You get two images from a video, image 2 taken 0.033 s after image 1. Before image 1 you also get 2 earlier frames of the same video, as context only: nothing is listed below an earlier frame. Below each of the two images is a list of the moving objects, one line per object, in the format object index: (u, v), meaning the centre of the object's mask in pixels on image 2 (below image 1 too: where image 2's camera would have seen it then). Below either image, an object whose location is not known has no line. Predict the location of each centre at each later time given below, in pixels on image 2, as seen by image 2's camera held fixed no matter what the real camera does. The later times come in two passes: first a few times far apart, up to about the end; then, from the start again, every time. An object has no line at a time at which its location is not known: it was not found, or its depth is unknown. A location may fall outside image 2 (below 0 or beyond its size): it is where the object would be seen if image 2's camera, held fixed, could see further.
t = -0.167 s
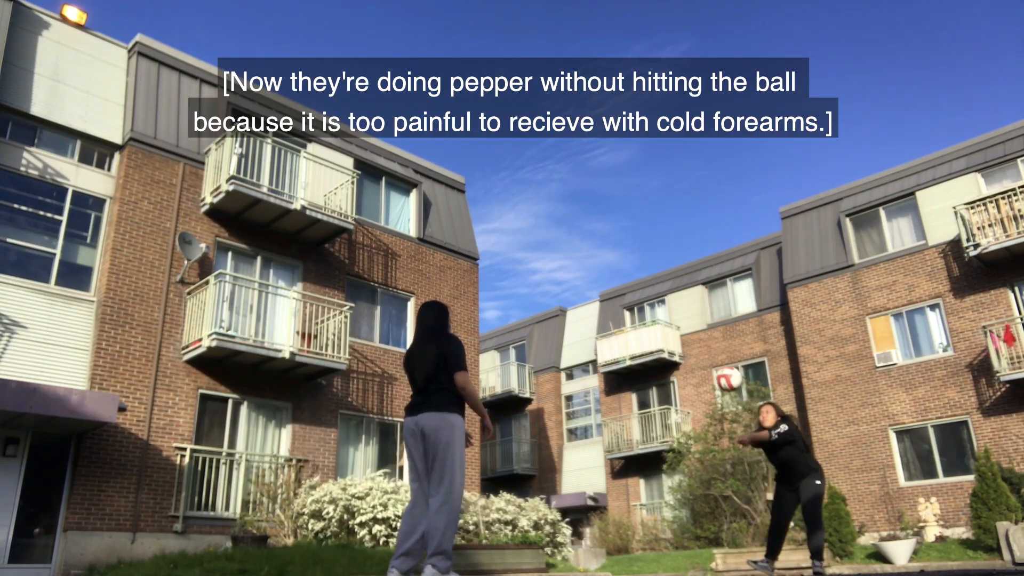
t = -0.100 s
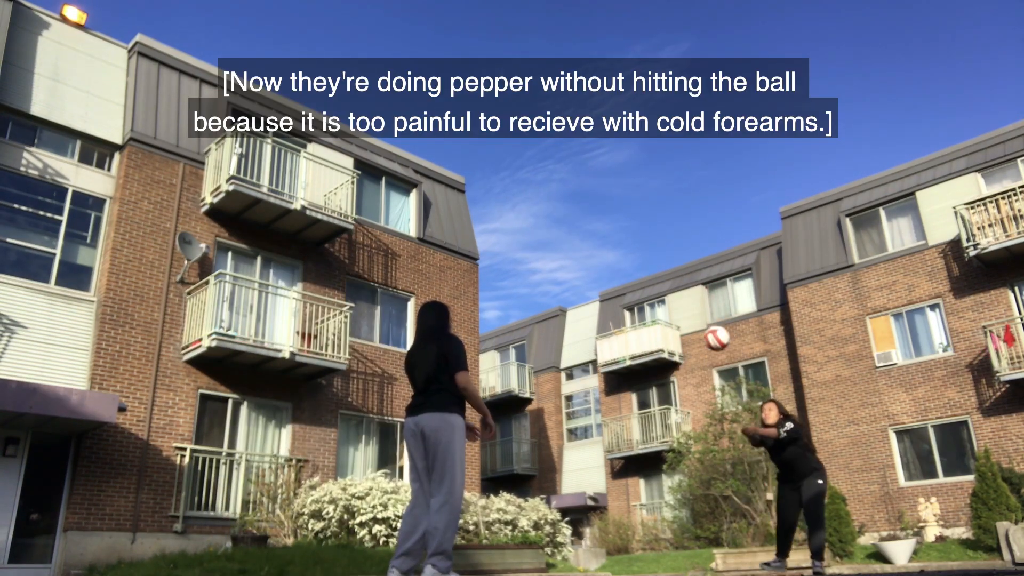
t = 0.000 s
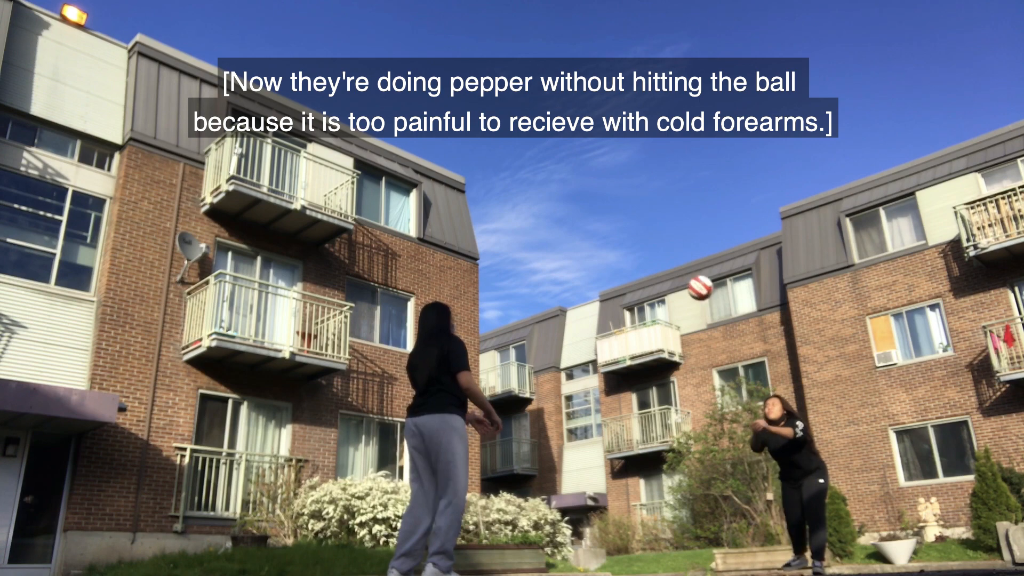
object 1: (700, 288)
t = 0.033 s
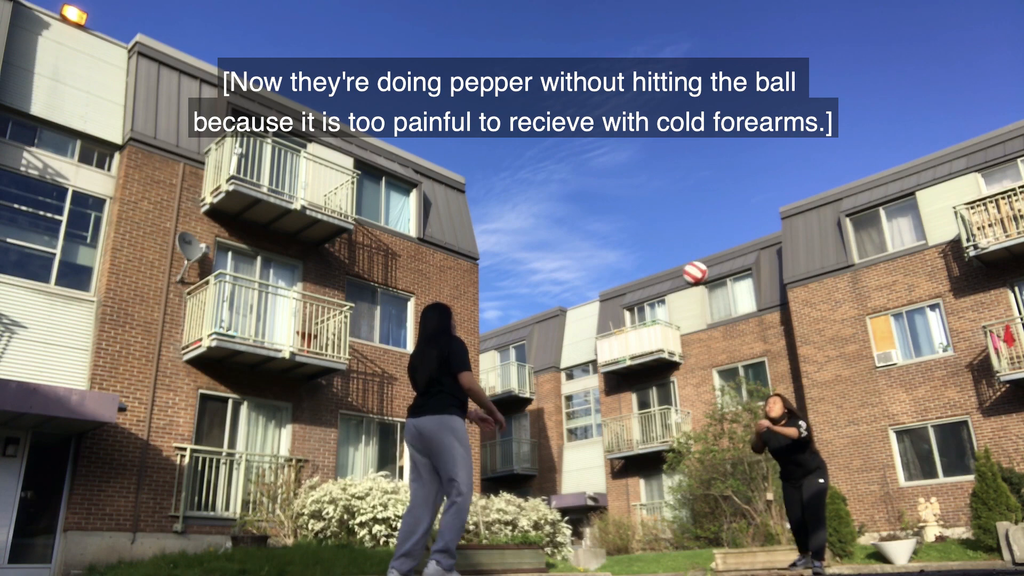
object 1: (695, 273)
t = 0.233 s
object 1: (668, 214)
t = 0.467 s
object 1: (642, 196)
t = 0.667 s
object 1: (622, 226)
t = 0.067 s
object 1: (690, 261)
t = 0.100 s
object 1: (686, 249)
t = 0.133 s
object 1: (681, 239)
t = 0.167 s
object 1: (677, 229)
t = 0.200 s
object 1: (672, 221)
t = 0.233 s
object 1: (668, 214)
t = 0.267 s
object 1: (664, 208)
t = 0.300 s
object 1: (660, 203)
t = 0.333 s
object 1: (656, 200)
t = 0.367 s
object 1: (653, 197)
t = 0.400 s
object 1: (649, 195)
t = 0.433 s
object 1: (645, 195)
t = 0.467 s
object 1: (642, 196)
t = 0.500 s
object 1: (638, 198)
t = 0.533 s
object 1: (635, 201)
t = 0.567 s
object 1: (632, 205)
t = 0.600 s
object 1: (629, 211)
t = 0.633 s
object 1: (625, 218)
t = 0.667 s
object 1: (622, 226)
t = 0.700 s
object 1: (619, 235)
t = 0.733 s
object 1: (616, 246)
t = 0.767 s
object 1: (613, 259)
